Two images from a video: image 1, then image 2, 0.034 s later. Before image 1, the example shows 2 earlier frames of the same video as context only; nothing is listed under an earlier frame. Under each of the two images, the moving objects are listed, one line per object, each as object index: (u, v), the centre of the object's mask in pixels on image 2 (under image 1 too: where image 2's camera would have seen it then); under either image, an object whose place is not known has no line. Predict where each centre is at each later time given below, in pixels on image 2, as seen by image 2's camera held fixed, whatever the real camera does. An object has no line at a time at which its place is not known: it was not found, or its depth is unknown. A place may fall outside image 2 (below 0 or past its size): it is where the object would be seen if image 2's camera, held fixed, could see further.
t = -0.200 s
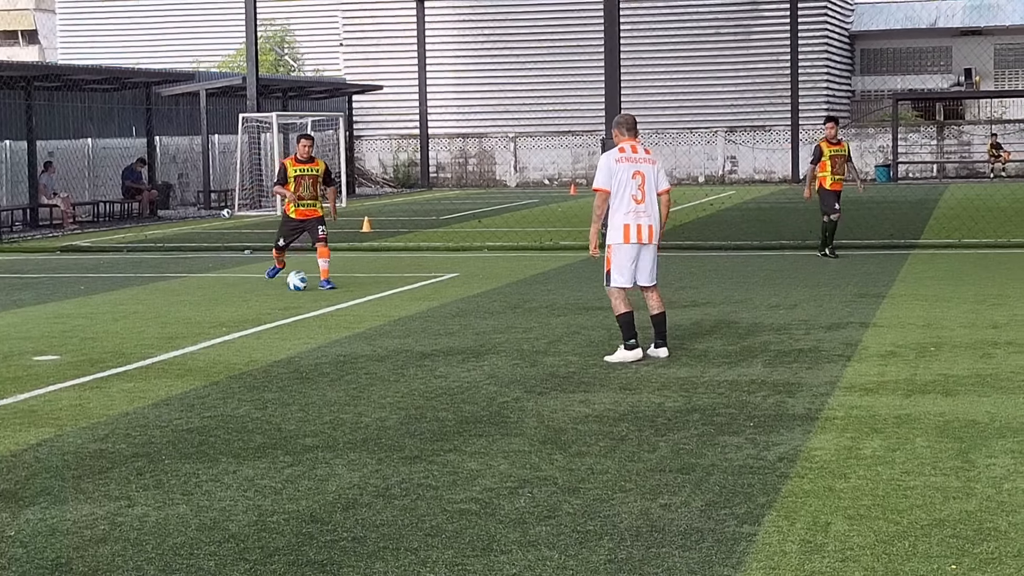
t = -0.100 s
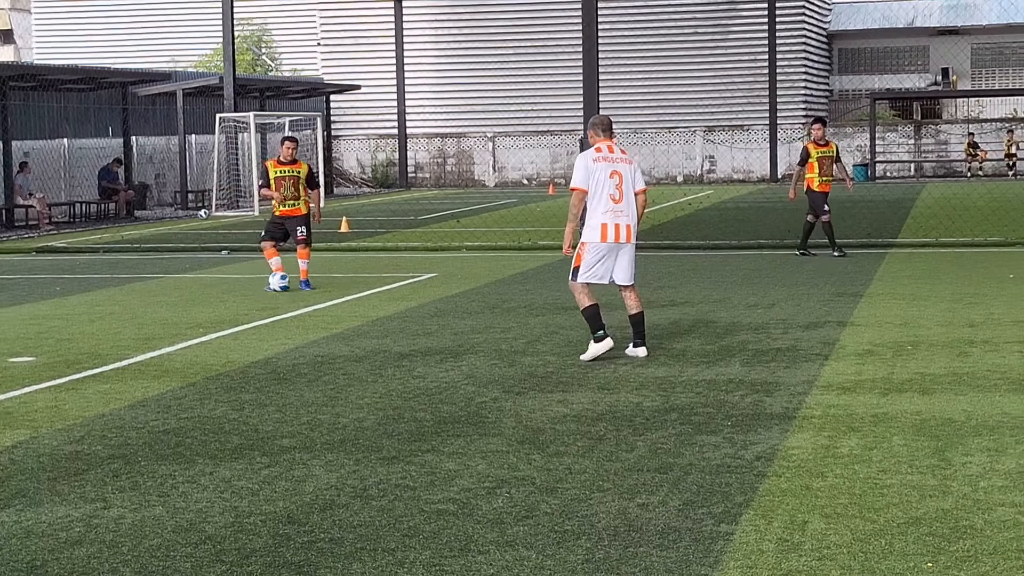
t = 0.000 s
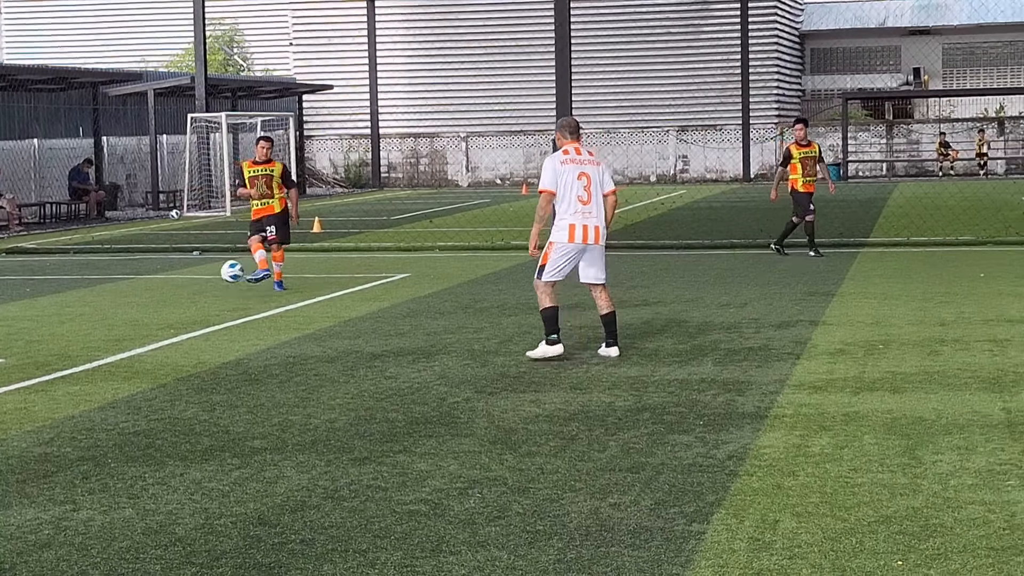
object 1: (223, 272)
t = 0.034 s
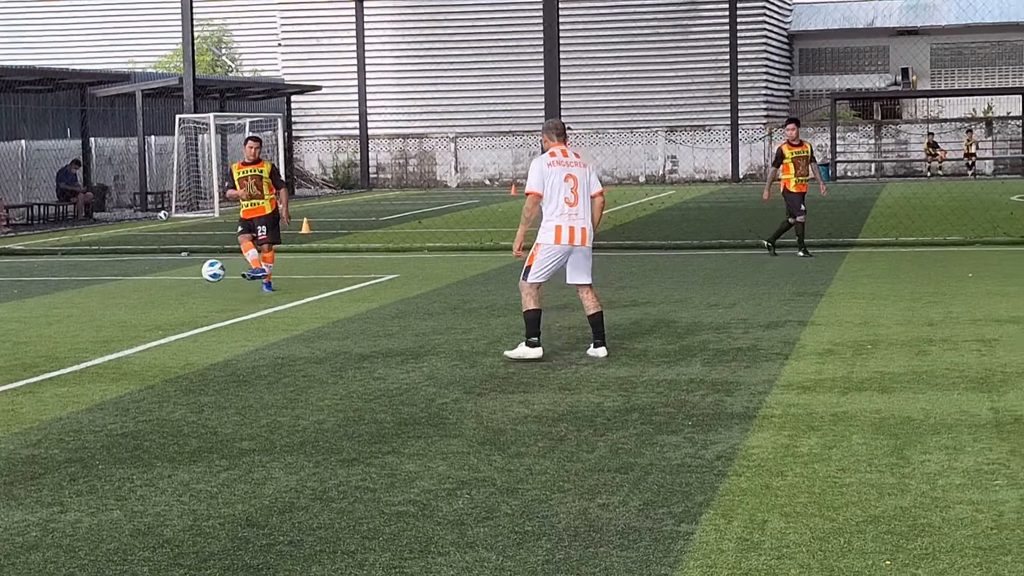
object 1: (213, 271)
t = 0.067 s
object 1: (204, 270)
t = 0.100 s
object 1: (194, 270)
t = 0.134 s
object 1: (185, 272)
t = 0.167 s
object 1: (175, 275)
